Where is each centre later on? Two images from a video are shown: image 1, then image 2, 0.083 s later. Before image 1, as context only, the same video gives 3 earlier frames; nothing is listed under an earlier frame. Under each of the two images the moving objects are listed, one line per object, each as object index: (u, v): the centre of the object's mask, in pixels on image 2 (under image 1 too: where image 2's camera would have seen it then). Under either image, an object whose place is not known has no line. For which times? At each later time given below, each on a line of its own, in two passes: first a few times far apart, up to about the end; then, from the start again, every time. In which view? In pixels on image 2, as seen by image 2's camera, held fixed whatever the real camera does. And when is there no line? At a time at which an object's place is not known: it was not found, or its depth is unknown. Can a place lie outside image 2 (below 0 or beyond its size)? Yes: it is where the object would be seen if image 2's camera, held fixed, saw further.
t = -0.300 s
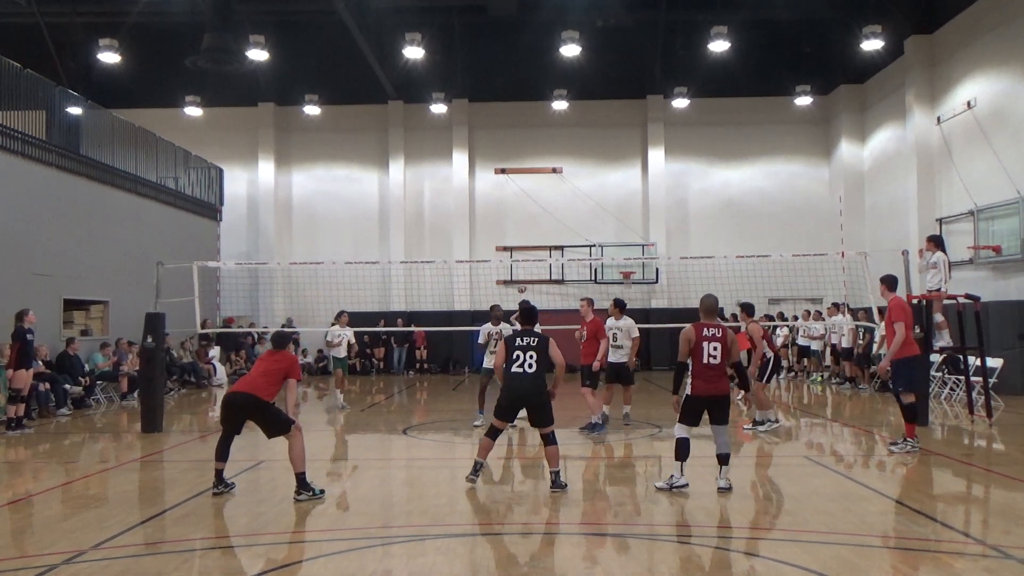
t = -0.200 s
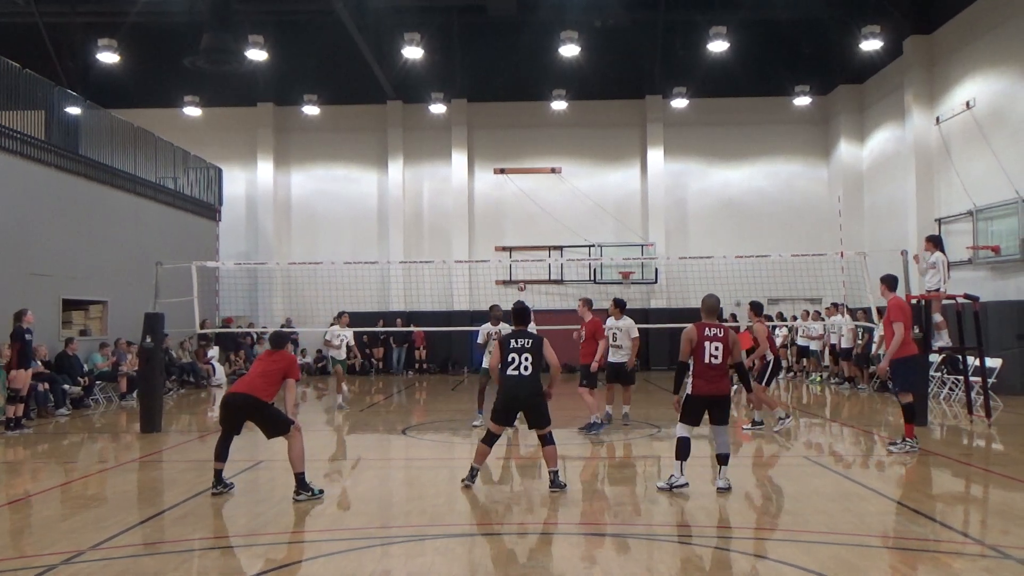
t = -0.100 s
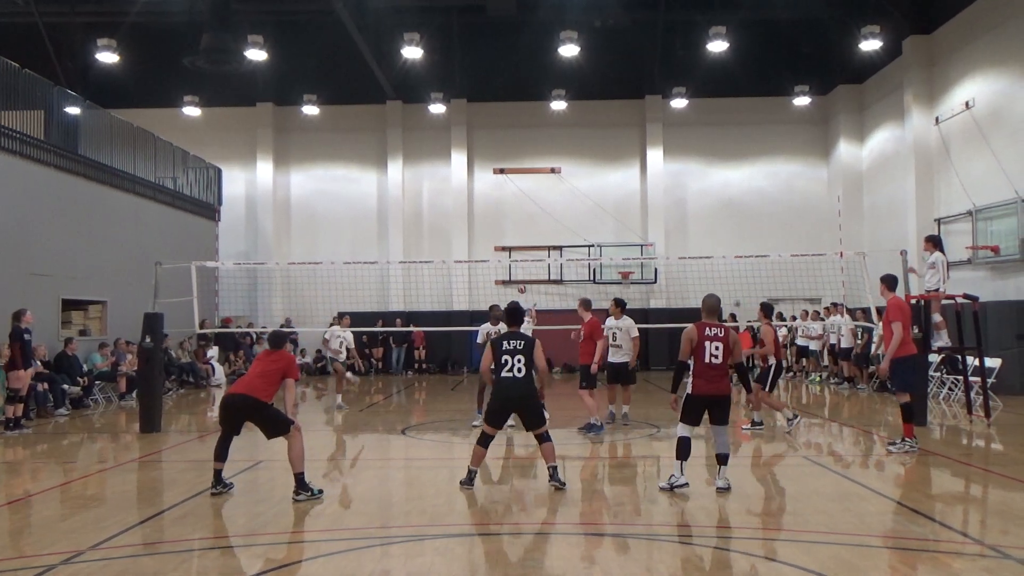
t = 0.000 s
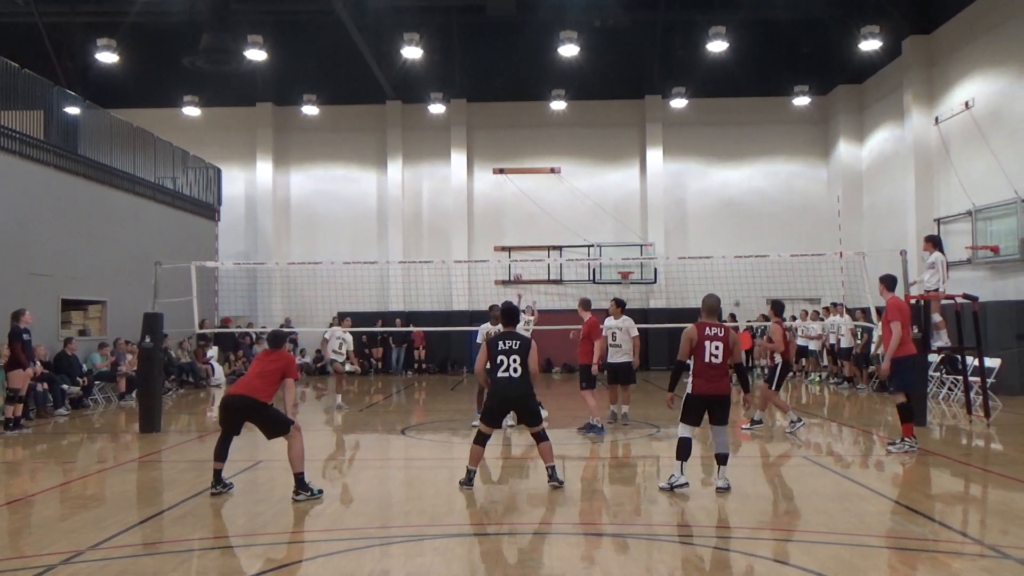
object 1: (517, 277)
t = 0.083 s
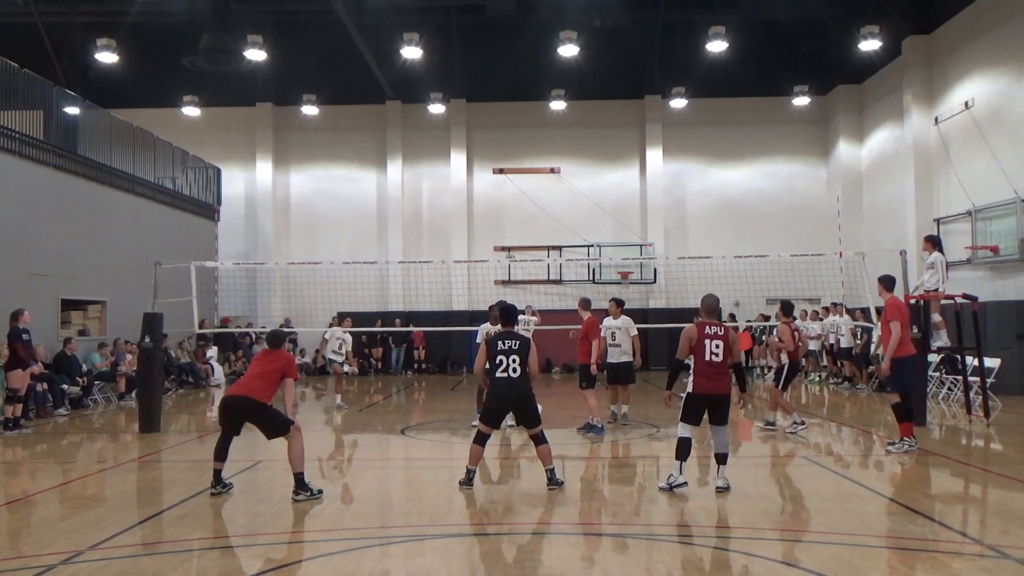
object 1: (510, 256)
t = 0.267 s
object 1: (492, 221)
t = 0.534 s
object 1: (455, 200)
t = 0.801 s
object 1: (397, 226)
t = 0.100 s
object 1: (508, 253)
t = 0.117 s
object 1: (507, 250)
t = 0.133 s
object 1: (506, 246)
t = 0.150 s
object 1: (504, 243)
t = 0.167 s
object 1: (502, 239)
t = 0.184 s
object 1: (501, 236)
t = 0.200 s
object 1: (499, 233)
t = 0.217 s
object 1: (498, 230)
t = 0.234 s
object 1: (496, 227)
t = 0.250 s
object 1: (494, 224)
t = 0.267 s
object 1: (492, 221)
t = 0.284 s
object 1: (490, 219)
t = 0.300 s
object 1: (488, 217)
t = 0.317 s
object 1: (486, 214)
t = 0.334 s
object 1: (484, 212)
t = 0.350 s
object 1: (482, 211)
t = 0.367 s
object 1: (480, 208)
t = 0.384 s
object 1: (478, 207)
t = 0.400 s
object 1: (475, 206)
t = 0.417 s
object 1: (473, 205)
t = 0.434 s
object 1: (471, 204)
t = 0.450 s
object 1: (468, 203)
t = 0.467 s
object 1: (466, 202)
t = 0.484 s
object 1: (463, 201)
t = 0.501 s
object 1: (460, 200)
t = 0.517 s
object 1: (458, 200)
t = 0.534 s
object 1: (455, 200)
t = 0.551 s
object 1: (452, 200)
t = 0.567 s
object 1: (449, 200)
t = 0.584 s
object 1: (446, 200)
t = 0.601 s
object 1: (443, 201)
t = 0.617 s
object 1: (439, 202)
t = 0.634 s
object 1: (436, 203)
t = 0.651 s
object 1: (433, 204)
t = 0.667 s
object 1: (429, 205)
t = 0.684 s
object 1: (425, 207)
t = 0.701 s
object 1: (421, 209)
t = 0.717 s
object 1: (418, 211)
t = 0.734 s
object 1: (414, 214)
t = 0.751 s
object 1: (409, 216)
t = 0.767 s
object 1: (405, 219)
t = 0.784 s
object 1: (401, 223)
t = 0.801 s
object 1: (397, 226)
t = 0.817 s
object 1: (392, 231)
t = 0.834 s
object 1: (387, 235)
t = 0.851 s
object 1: (382, 240)
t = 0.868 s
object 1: (377, 244)
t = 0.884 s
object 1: (372, 250)
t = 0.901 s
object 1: (367, 255)
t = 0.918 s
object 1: (362, 262)
